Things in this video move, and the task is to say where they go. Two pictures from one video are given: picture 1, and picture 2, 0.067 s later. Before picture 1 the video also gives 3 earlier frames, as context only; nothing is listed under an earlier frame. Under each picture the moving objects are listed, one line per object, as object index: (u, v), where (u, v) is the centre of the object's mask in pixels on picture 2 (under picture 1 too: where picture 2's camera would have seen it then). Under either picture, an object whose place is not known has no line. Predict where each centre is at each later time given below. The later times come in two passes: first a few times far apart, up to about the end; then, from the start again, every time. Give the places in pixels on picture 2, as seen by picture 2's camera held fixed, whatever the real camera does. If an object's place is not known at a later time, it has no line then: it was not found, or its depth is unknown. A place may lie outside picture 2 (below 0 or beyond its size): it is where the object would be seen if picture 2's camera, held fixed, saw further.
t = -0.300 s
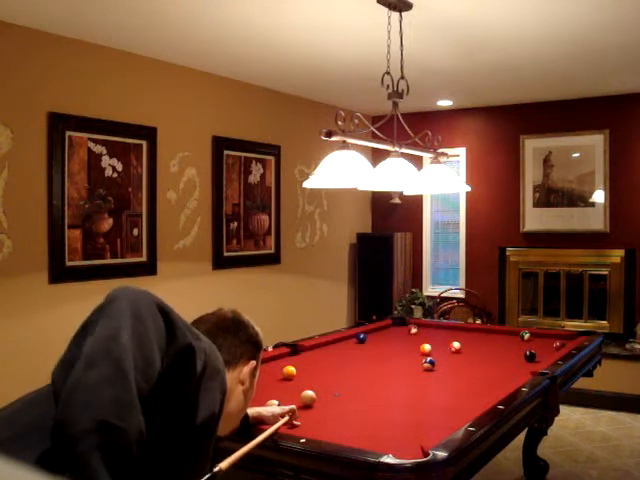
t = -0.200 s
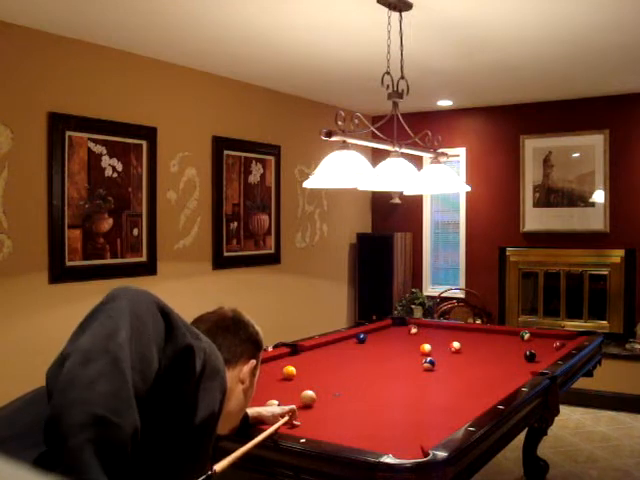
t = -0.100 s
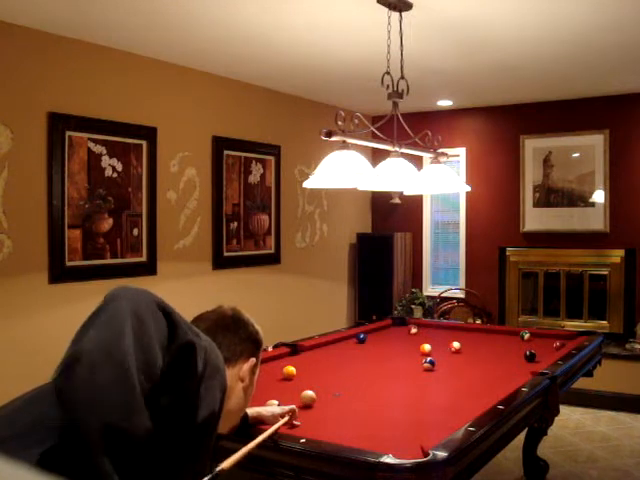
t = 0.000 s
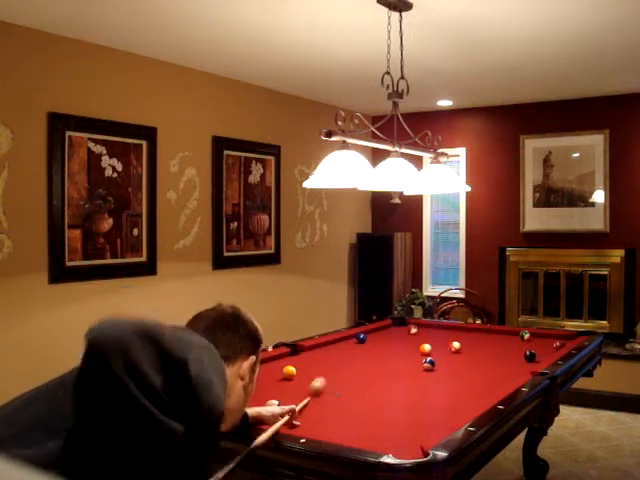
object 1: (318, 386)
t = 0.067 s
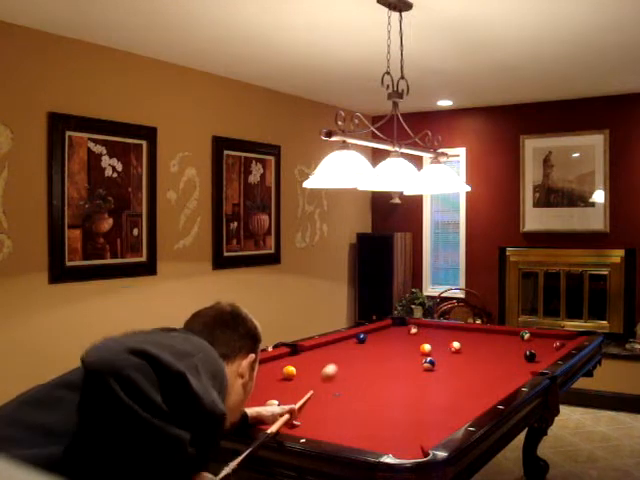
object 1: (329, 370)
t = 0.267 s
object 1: (354, 342)
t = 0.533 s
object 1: (352, 339)
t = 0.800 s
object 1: (365, 341)
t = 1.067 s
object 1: (376, 344)
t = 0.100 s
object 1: (334, 365)
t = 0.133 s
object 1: (339, 359)
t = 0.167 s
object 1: (343, 354)
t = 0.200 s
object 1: (347, 350)
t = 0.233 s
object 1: (350, 346)
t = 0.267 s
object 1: (354, 342)
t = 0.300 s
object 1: (355, 339)
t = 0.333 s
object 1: (352, 338)
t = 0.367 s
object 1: (347, 338)
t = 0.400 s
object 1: (345, 338)
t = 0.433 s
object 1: (347, 338)
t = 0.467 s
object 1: (349, 338)
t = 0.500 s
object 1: (351, 339)
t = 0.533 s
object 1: (352, 339)
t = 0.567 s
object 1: (354, 339)
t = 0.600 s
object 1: (355, 339)
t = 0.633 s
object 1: (357, 340)
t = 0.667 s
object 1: (359, 340)
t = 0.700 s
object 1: (360, 341)
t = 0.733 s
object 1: (362, 341)
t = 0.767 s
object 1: (363, 341)
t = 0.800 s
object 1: (365, 341)
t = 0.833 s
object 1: (366, 342)
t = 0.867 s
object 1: (368, 342)
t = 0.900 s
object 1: (369, 342)
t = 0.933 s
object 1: (371, 342)
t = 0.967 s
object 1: (372, 343)
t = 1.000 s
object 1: (374, 343)
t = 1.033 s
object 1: (375, 343)
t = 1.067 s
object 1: (376, 344)
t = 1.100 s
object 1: (378, 344)
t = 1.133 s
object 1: (380, 345)
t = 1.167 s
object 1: (381, 345)
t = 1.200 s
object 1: (382, 345)
